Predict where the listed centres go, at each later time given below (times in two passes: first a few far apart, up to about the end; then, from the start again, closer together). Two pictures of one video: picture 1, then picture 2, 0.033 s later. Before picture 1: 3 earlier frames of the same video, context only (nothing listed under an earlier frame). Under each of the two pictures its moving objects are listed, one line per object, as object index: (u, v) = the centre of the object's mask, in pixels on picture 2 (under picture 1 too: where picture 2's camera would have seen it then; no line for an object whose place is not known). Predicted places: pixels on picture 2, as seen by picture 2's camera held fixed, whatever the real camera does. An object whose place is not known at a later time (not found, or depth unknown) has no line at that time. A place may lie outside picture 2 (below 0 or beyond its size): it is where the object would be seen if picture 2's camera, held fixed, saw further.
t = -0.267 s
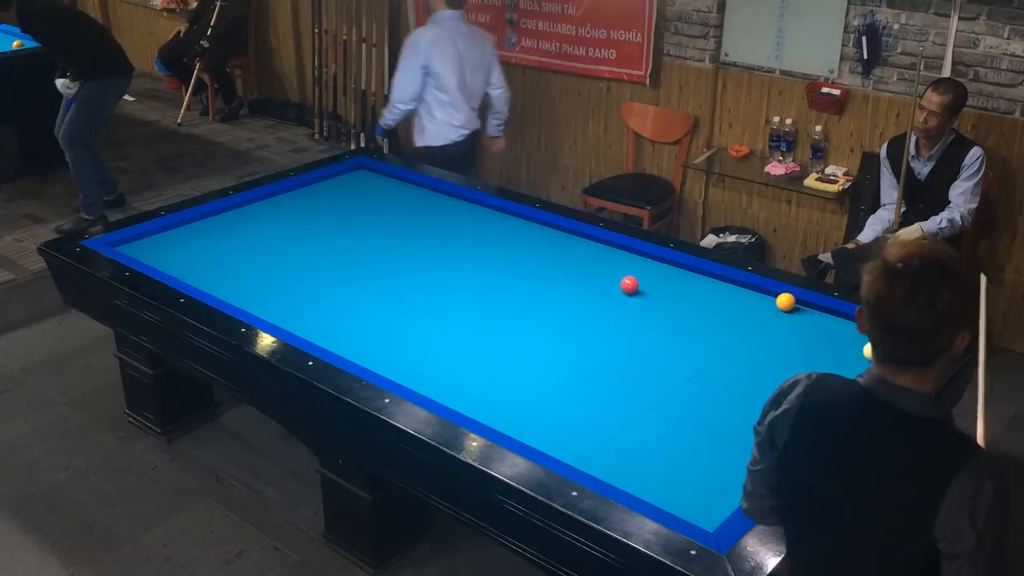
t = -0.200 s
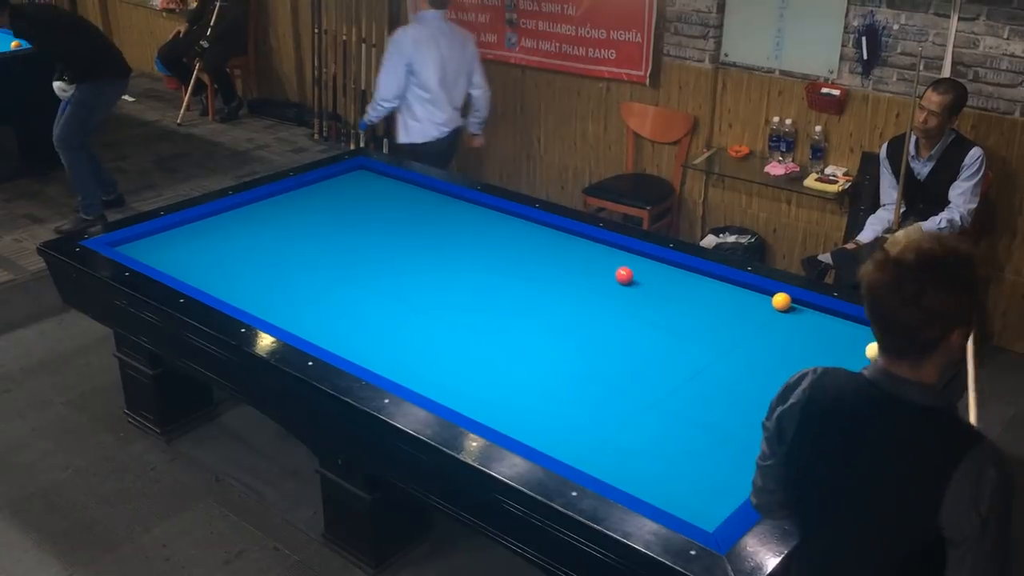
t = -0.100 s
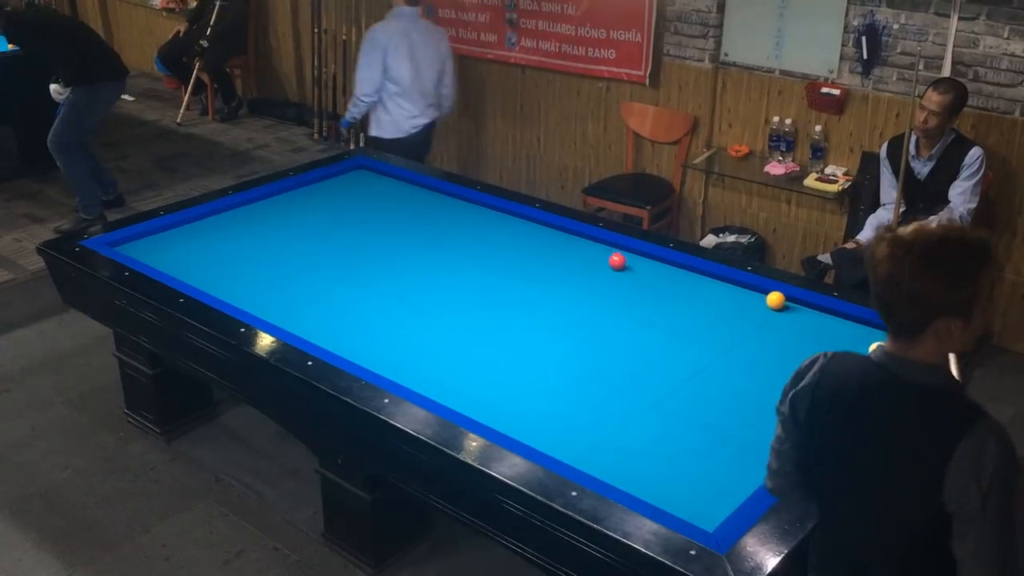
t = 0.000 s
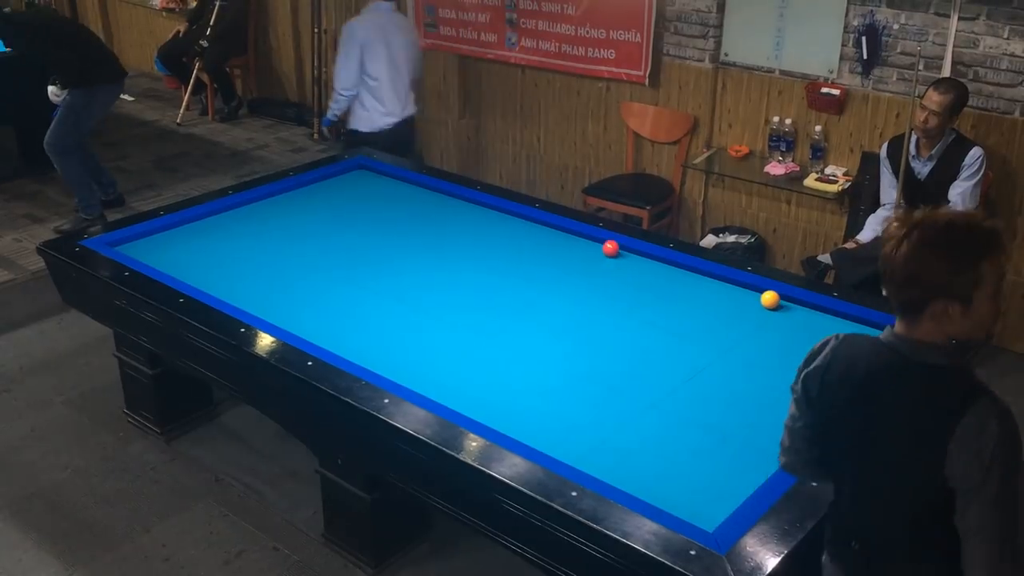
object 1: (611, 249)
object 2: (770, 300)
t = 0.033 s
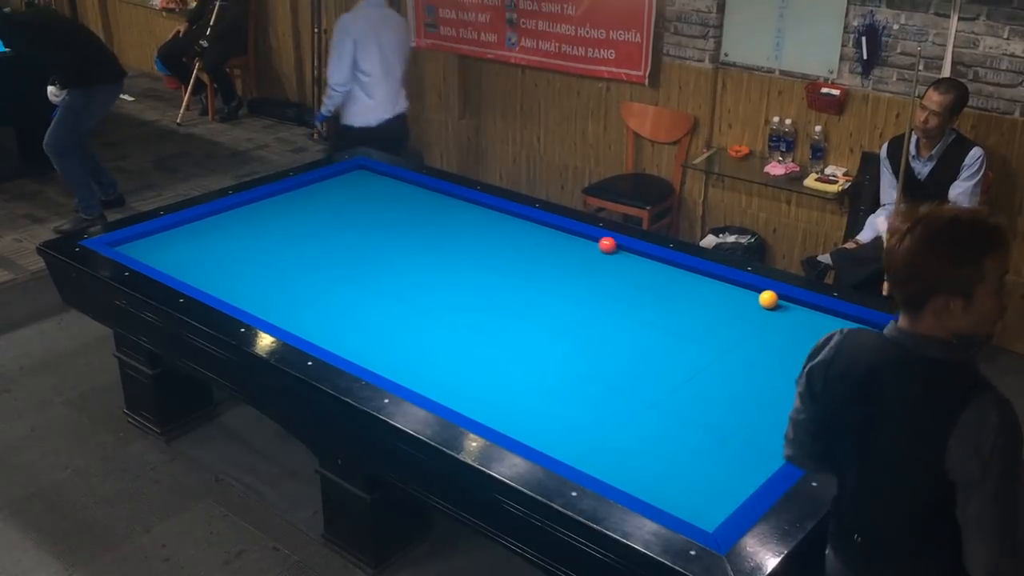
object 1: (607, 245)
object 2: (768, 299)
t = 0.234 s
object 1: (553, 242)
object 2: (757, 298)
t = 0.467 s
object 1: (495, 237)
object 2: (746, 296)
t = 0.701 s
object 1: (439, 232)
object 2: (736, 294)
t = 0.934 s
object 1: (385, 228)
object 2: (727, 293)
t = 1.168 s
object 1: (333, 223)
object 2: (718, 291)
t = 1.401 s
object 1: (283, 219)
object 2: (711, 290)
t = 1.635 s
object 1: (234, 214)
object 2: (704, 289)
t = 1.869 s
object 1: (212, 223)
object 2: (698, 288)
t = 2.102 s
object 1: (203, 238)
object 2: (694, 287)
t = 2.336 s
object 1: (193, 253)
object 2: (690, 286)
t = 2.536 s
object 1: (183, 267)
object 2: (687, 285)
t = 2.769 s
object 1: (194, 276)
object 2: (685, 285)
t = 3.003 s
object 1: (224, 278)
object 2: (684, 284)
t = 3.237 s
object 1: (254, 279)
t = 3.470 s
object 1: (284, 280)
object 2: (683, 284)
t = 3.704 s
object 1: (312, 282)
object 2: (683, 284)
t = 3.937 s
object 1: (341, 283)
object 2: (683, 284)
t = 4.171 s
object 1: (368, 284)
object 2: (683, 285)
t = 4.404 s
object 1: (395, 284)
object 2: (683, 284)
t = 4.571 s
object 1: (414, 285)
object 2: (683, 285)
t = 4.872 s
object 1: (447, 286)
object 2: (683, 284)
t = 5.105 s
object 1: (471, 287)
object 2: (683, 284)
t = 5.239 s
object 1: (485, 287)
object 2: (683, 284)
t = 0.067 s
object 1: (597, 245)
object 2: (766, 299)
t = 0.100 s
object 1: (588, 245)
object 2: (764, 299)
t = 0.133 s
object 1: (579, 245)
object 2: (763, 299)
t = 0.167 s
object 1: (570, 244)
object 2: (761, 299)
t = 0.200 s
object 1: (561, 243)
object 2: (759, 299)
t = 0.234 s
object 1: (553, 242)
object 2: (757, 298)
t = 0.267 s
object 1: (544, 241)
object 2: (756, 298)
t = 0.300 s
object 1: (536, 241)
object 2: (754, 297)
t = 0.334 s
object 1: (528, 240)
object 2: (753, 297)
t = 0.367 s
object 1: (520, 239)
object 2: (751, 296)
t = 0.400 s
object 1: (511, 238)
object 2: (749, 296)
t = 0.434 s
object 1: (503, 238)
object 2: (748, 296)
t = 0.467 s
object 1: (495, 237)
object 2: (746, 296)
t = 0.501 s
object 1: (487, 237)
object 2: (745, 296)
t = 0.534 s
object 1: (479, 236)
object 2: (743, 296)
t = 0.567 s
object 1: (471, 235)
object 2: (741, 295)
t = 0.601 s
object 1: (463, 235)
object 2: (740, 295)
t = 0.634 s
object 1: (455, 234)
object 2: (739, 295)
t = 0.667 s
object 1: (447, 233)
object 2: (737, 295)
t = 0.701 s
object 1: (439, 232)
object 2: (736, 294)
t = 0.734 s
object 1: (431, 231)
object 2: (735, 294)
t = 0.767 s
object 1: (424, 231)
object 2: (733, 294)
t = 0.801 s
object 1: (416, 230)
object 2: (732, 293)
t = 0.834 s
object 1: (408, 229)
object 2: (731, 293)
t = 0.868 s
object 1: (400, 229)
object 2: (729, 293)
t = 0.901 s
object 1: (393, 228)
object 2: (728, 293)
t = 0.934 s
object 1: (385, 228)
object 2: (727, 293)
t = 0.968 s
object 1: (378, 227)
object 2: (725, 293)
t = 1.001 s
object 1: (370, 226)
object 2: (724, 292)
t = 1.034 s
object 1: (363, 226)
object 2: (723, 292)
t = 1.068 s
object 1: (355, 225)
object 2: (722, 292)
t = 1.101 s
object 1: (348, 224)
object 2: (721, 292)
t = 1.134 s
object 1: (341, 224)
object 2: (719, 292)
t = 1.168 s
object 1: (333, 223)
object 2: (718, 291)
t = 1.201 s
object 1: (326, 222)
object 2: (717, 291)
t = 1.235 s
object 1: (319, 221)
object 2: (716, 290)
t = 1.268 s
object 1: (311, 221)
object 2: (715, 290)
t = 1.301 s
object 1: (304, 220)
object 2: (714, 290)
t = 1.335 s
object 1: (297, 220)
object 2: (713, 290)
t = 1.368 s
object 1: (290, 219)
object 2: (712, 290)
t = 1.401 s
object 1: (283, 219)
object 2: (711, 290)
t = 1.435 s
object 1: (276, 218)
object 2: (710, 290)
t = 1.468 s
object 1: (268, 217)
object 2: (709, 290)
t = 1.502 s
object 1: (262, 216)
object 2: (708, 289)
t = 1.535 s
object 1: (254, 216)
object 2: (707, 290)
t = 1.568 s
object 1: (248, 215)
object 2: (706, 289)
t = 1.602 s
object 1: (241, 215)
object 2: (705, 289)
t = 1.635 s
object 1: (234, 214)
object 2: (704, 289)
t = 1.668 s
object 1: (227, 213)
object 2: (703, 288)
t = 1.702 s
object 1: (220, 213)
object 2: (702, 288)
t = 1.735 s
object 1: (216, 213)
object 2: (702, 288)
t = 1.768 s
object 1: (216, 216)
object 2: (701, 288)
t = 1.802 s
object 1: (215, 218)
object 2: (700, 288)
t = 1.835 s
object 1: (214, 221)
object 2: (699, 288)
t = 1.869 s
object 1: (212, 223)
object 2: (698, 288)
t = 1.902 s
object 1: (211, 225)
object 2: (698, 288)
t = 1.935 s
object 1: (210, 227)
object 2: (697, 288)
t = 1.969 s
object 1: (209, 229)
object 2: (696, 288)
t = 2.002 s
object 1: (207, 231)
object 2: (696, 287)
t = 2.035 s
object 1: (206, 233)
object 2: (695, 287)
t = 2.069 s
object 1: (204, 236)
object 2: (694, 287)
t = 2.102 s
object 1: (203, 238)
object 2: (694, 287)
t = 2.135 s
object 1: (201, 240)
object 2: (693, 286)
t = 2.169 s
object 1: (200, 242)
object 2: (692, 286)
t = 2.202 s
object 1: (199, 244)
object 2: (692, 286)
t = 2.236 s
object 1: (197, 246)
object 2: (691, 286)
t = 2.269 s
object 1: (196, 249)
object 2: (691, 286)
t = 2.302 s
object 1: (194, 251)
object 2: (690, 286)
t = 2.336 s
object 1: (193, 253)
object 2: (690, 286)
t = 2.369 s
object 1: (191, 256)
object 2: (689, 286)
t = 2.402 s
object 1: (190, 258)
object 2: (689, 286)
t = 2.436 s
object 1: (188, 260)
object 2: (688, 286)
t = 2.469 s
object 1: (187, 262)
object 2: (688, 286)
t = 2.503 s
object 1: (185, 265)
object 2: (687, 285)
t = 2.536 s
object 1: (183, 267)
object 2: (687, 285)
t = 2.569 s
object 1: (182, 269)
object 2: (687, 285)
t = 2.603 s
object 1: (181, 271)
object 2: (687, 285)
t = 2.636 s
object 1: (180, 273)
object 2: (686, 285)
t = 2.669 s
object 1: (180, 274)
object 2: (686, 285)
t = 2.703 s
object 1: (185, 275)
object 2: (686, 285)
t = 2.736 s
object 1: (189, 276)
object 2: (685, 285)
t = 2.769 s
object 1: (194, 276)
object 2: (685, 285)
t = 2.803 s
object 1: (198, 277)
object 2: (685, 285)
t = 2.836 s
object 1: (202, 278)
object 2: (684, 285)
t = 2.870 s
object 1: (207, 278)
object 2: (684, 285)
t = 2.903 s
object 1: (211, 278)
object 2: (684, 285)
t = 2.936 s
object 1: (215, 278)
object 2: (684, 285)
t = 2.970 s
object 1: (220, 278)
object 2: (684, 284)
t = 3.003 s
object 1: (224, 278)
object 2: (684, 284)
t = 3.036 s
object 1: (228, 278)
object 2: (684, 284)
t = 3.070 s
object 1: (233, 278)
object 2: (683, 284)
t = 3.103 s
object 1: (237, 278)
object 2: (683, 284)
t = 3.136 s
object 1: (241, 279)
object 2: (683, 284)
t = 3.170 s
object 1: (245, 279)
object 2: (683, 284)
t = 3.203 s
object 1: (250, 279)
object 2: (683, 284)
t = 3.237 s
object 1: (254, 279)
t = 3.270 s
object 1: (258, 280)
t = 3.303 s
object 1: (263, 280)
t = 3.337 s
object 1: (267, 280)
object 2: (683, 284)
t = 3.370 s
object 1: (271, 280)
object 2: (683, 284)
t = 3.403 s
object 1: (275, 280)
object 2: (683, 284)
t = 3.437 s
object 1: (280, 280)
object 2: (683, 284)
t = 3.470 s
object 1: (284, 280)
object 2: (683, 284)
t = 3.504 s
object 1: (288, 281)
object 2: (683, 284)
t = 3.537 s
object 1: (292, 281)
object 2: (683, 284)
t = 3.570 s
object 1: (296, 281)
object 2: (683, 284)
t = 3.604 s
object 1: (300, 281)
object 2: (683, 284)
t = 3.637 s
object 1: (304, 281)
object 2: (683, 284)
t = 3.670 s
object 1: (308, 282)
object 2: (683, 284)
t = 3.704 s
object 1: (312, 282)
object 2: (683, 284)
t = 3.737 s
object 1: (316, 282)
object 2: (683, 284)
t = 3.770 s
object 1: (320, 282)
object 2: (683, 285)
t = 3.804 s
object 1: (325, 282)
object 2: (683, 285)
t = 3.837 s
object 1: (329, 283)
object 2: (683, 284)
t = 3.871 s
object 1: (332, 283)
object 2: (683, 284)
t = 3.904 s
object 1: (336, 283)
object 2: (683, 284)
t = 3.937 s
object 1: (341, 283)
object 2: (683, 284)
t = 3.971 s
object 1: (344, 283)
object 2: (683, 284)
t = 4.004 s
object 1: (349, 283)
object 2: (683, 284)
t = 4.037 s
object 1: (353, 283)
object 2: (683, 284)
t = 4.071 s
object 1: (356, 284)
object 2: (683, 285)
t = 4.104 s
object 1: (360, 284)
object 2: (683, 285)
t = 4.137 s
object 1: (364, 284)
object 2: (683, 285)
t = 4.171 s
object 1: (368, 284)
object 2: (683, 285)
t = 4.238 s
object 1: (376, 284)
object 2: (683, 285)
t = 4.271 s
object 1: (380, 284)
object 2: (683, 285)
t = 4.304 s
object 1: (384, 284)
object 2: (683, 284)
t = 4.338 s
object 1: (387, 284)
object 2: (683, 284)
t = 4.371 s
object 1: (391, 284)
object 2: (683, 284)
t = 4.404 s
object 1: (395, 284)
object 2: (683, 284)
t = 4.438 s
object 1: (399, 285)
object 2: (683, 284)
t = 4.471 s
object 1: (403, 285)
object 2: (683, 284)
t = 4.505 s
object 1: (406, 285)
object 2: (683, 284)
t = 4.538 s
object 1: (410, 285)
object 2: (683, 284)
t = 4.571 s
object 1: (414, 285)
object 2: (683, 285)
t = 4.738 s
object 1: (432, 286)
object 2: (683, 284)
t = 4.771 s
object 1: (436, 286)
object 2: (683, 284)
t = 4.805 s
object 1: (439, 286)
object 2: (683, 284)
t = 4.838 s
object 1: (443, 286)
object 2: (683, 284)
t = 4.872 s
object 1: (447, 286)
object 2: (683, 284)
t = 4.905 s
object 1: (450, 286)
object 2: (683, 284)
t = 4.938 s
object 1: (454, 286)
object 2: (683, 284)
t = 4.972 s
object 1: (457, 286)
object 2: (683, 284)
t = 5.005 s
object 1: (461, 286)
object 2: (683, 284)
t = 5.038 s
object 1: (464, 287)
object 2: (683, 284)
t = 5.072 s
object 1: (468, 287)
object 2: (683, 285)
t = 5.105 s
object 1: (471, 287)
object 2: (683, 284)
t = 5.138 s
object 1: (475, 287)
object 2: (683, 284)
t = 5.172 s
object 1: (478, 287)
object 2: (683, 284)
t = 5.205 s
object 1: (482, 287)
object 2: (683, 284)
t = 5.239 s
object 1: (485, 287)
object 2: (683, 284)
